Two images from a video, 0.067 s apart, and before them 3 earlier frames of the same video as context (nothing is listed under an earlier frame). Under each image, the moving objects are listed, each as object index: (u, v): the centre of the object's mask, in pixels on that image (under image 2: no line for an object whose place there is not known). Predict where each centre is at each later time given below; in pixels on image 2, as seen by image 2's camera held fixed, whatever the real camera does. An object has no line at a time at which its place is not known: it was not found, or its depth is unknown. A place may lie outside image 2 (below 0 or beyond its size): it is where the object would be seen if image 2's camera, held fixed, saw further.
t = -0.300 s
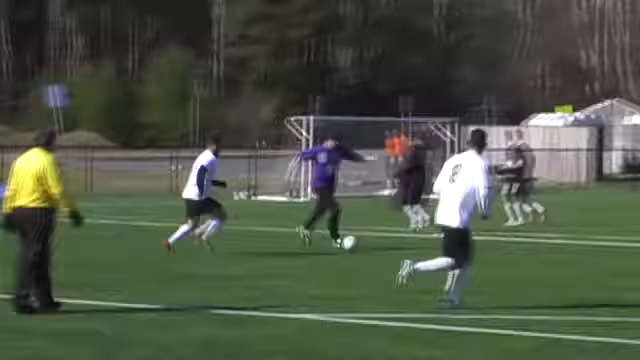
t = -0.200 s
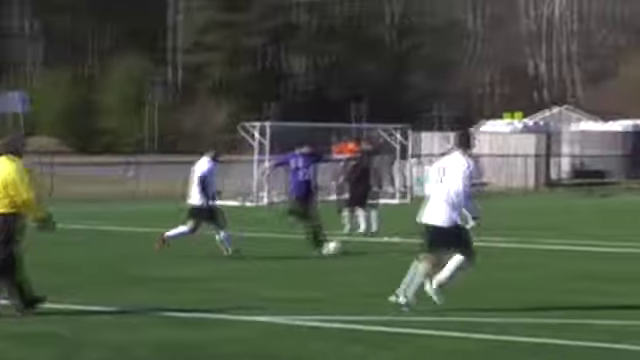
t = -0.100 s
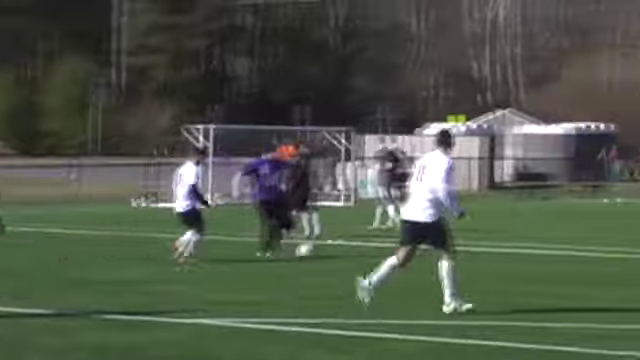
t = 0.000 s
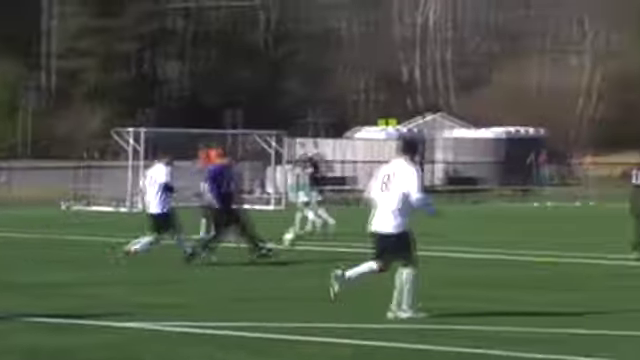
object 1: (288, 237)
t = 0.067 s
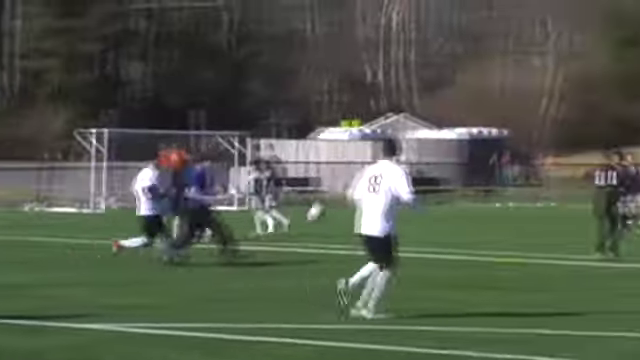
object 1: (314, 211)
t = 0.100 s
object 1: (346, 198)
